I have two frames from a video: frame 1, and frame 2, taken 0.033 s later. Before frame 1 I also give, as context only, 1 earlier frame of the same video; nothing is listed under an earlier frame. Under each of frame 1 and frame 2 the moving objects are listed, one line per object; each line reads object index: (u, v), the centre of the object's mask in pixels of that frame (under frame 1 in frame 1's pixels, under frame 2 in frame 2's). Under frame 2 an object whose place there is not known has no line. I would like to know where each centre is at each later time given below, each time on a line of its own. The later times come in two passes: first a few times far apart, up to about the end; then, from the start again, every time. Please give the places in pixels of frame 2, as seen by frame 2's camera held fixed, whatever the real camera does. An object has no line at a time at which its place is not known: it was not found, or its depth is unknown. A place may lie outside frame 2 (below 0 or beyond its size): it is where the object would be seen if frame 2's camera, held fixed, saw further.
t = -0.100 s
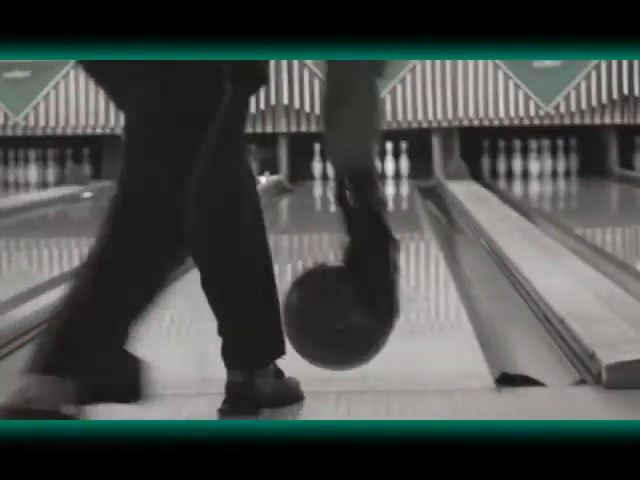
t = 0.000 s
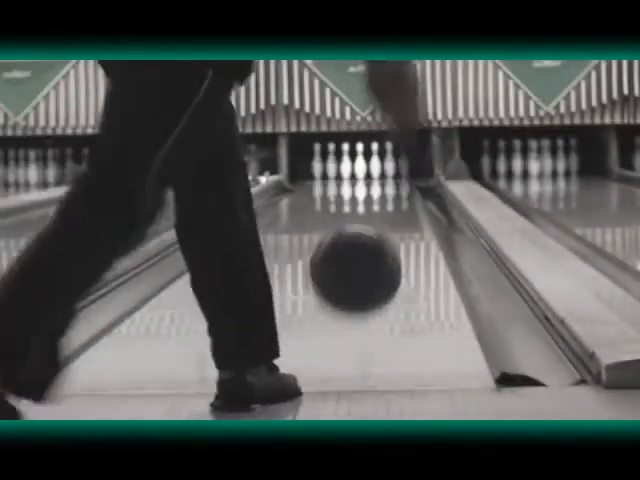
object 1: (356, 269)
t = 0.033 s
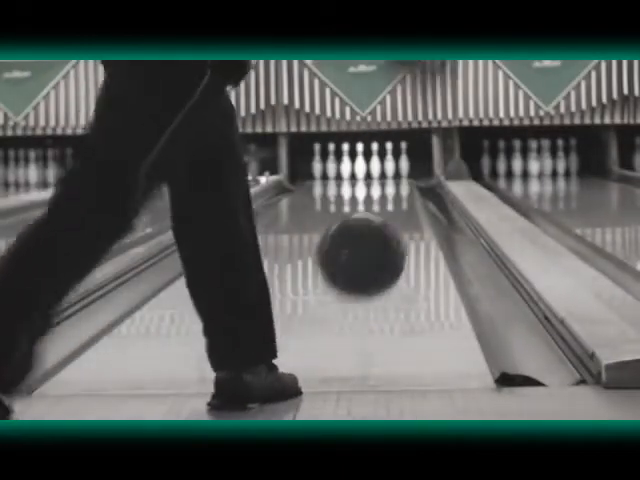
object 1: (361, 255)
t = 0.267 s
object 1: (391, 271)
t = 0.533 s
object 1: (408, 239)
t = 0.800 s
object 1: (417, 218)
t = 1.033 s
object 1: (419, 204)
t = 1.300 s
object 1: (418, 193)
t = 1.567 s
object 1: (416, 185)
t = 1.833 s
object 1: (411, 180)
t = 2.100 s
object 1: (393, 173)
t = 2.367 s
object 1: (378, 171)
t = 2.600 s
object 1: (377, 169)
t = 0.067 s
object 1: (367, 246)
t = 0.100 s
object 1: (371, 241)
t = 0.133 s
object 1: (376, 241)
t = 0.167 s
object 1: (380, 244)
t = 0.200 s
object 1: (384, 250)
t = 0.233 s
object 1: (388, 259)
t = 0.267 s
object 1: (391, 271)
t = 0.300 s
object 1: (394, 265)
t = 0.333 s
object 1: (396, 259)
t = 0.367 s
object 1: (399, 257)
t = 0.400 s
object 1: (401, 254)
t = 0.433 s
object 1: (403, 250)
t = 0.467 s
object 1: (404, 246)
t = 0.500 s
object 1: (406, 242)
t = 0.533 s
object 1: (408, 239)
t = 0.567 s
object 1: (409, 235)
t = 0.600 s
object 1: (410, 233)
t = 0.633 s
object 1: (412, 230)
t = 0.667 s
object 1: (413, 227)
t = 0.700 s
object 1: (414, 226)
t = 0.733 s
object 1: (415, 223)
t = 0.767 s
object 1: (415, 221)
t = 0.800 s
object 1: (417, 218)
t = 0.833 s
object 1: (417, 217)
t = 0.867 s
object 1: (417, 215)
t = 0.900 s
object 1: (418, 211)
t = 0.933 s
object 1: (419, 209)
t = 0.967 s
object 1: (419, 207)
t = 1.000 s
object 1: (419, 205)
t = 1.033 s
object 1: (419, 204)
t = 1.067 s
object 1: (419, 202)
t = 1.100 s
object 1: (419, 201)
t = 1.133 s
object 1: (419, 199)
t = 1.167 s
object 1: (419, 198)
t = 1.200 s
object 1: (418, 197)
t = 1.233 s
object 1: (418, 195)
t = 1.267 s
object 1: (418, 194)
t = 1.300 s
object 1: (418, 193)
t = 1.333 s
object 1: (417, 191)
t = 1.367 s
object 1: (417, 191)
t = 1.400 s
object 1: (417, 189)
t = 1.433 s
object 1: (417, 189)
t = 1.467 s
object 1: (416, 188)
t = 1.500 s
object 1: (416, 187)
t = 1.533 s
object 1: (416, 186)
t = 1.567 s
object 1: (416, 185)
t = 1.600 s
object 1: (414, 183)
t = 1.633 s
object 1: (413, 183)
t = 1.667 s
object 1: (414, 182)
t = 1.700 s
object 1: (412, 181)
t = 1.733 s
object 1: (412, 181)
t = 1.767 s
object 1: (413, 181)
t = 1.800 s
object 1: (412, 180)
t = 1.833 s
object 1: (411, 180)
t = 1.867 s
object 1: (407, 177)
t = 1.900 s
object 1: (405, 176)
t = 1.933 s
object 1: (403, 176)
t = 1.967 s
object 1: (401, 175)
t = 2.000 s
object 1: (398, 175)
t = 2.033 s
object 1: (397, 174)
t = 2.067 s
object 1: (396, 174)
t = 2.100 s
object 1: (393, 173)
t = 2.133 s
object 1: (392, 173)
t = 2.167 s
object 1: (390, 173)
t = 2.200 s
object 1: (389, 173)
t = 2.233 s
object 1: (386, 172)
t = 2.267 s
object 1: (384, 171)
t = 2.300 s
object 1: (382, 171)
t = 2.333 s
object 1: (379, 171)
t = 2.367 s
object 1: (378, 171)
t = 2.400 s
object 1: (377, 170)
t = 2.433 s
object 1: (375, 170)
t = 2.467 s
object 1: (374, 170)
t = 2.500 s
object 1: (374, 170)
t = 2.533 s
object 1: (375, 169)
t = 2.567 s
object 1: (376, 169)
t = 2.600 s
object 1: (377, 169)
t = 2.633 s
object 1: (375, 168)
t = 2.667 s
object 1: (374, 167)
